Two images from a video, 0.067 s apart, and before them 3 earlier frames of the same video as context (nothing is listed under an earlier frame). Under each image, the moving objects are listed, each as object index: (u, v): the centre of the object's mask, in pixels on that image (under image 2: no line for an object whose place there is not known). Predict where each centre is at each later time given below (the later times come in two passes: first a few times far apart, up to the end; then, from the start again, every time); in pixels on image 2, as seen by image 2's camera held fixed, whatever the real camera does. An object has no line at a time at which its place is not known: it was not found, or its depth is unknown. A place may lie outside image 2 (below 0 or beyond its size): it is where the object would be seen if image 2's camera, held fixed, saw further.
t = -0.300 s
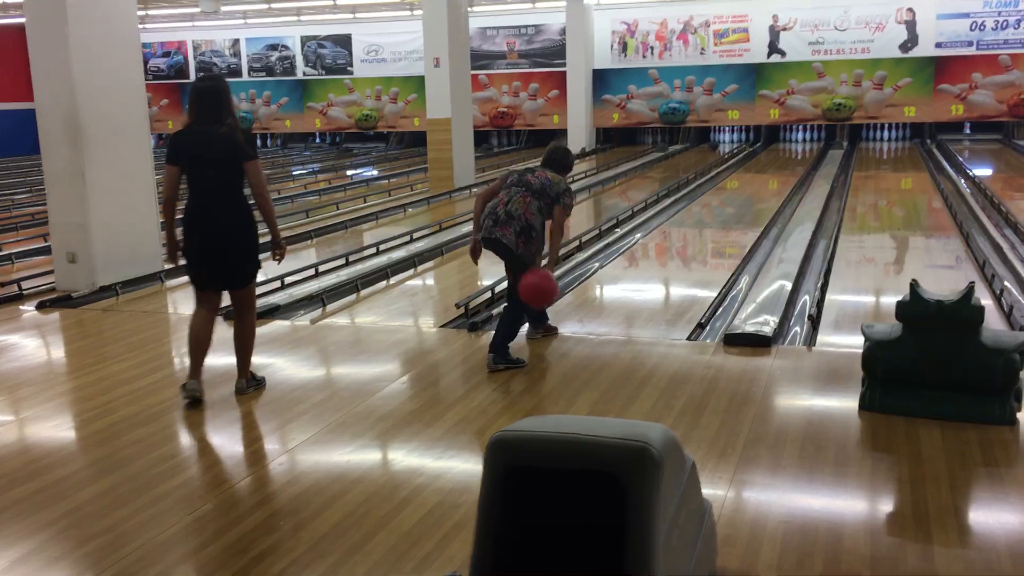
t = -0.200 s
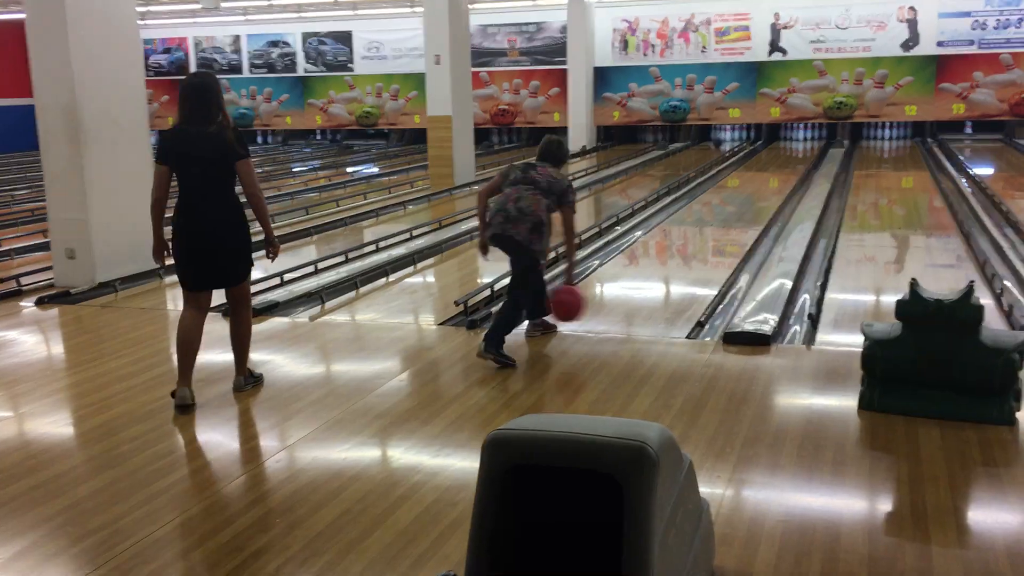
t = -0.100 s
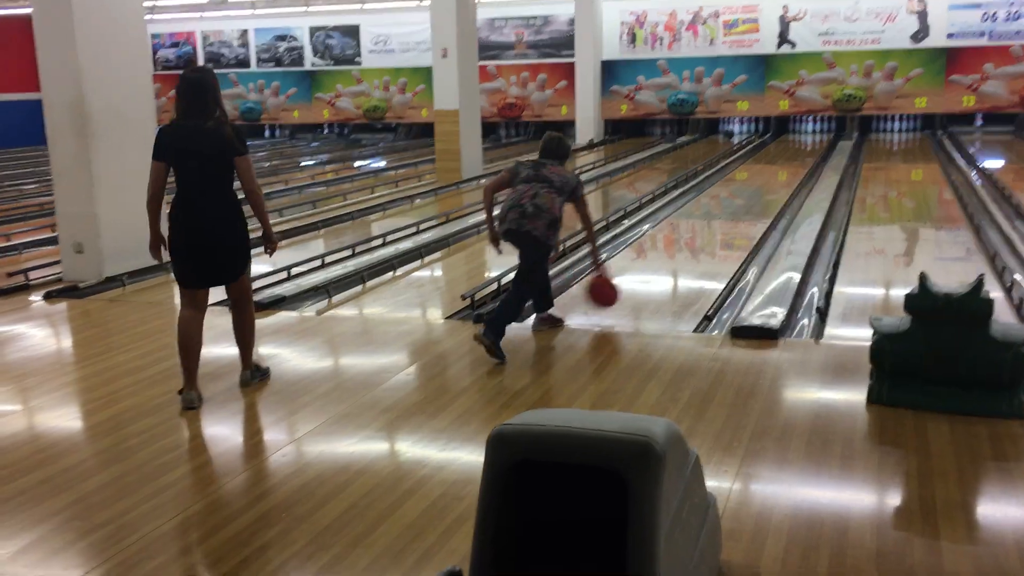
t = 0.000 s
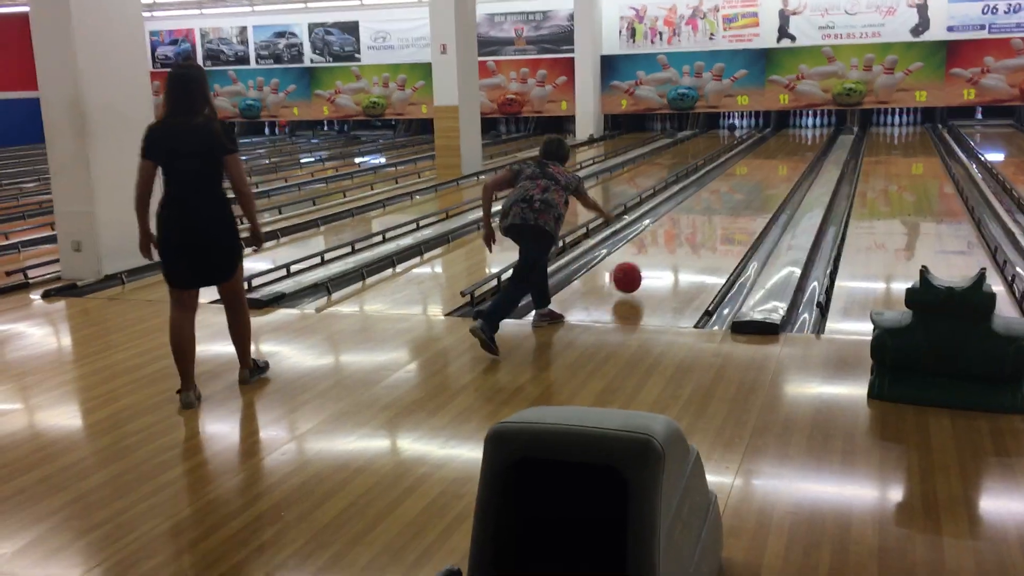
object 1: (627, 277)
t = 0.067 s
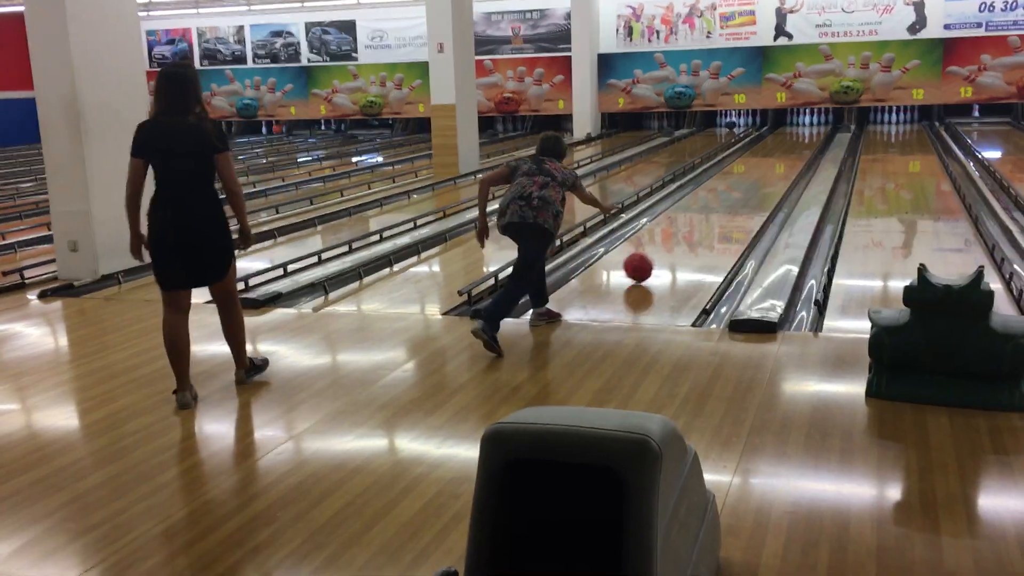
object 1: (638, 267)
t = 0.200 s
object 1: (661, 249)
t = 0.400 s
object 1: (690, 227)
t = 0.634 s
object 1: (716, 207)
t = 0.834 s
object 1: (733, 194)
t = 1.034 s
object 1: (748, 182)
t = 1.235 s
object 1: (759, 173)
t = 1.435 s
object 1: (768, 165)
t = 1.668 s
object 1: (779, 156)
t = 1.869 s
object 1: (785, 150)
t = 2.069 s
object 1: (791, 146)
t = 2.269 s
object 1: (796, 141)
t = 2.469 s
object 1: (799, 138)
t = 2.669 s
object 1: (803, 135)
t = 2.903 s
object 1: (807, 132)
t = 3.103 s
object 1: (809, 129)
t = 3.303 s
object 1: (811, 127)
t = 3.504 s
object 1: (812, 124)
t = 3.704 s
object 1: (813, 123)
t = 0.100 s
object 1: (644, 263)
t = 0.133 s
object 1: (650, 258)
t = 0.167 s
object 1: (656, 253)
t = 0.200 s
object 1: (661, 249)
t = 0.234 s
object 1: (667, 245)
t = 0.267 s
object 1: (672, 241)
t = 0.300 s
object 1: (677, 237)
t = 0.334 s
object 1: (681, 234)
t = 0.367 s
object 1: (685, 230)
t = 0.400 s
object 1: (690, 227)
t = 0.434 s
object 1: (694, 224)
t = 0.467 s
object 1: (698, 221)
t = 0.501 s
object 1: (702, 218)
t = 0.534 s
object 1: (705, 215)
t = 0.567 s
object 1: (709, 212)
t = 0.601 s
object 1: (712, 210)
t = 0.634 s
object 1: (716, 207)
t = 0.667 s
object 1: (719, 205)
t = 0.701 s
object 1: (722, 203)
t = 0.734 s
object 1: (725, 200)
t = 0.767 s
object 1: (728, 198)
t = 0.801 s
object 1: (731, 196)
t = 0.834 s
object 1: (733, 194)
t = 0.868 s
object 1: (736, 191)
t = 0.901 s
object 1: (738, 190)
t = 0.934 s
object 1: (741, 187)
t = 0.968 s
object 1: (743, 186)
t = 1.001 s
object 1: (745, 184)
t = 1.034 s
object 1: (748, 182)
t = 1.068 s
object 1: (750, 181)
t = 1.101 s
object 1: (752, 179)
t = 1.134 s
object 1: (754, 177)
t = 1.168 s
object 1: (756, 175)
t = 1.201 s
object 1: (757, 174)
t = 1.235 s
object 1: (759, 173)
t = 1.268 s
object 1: (761, 172)
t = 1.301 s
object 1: (763, 170)
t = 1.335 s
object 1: (765, 168)
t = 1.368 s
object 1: (766, 167)
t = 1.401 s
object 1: (767, 166)
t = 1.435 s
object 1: (768, 165)
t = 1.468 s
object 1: (770, 163)
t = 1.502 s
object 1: (772, 163)
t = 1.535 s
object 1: (773, 161)
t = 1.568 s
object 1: (775, 160)
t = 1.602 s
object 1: (776, 159)
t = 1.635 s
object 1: (777, 158)
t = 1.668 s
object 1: (779, 156)
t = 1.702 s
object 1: (779, 155)
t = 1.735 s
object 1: (781, 154)
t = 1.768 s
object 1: (782, 153)
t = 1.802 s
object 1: (783, 152)
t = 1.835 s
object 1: (784, 151)
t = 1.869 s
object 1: (785, 150)
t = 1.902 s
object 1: (786, 150)
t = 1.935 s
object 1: (787, 149)
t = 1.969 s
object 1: (788, 148)
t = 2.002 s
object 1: (789, 147)
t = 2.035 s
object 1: (790, 147)
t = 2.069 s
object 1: (791, 146)
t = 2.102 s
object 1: (792, 145)
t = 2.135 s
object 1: (793, 144)
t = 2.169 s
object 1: (793, 144)
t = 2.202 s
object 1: (794, 143)
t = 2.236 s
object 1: (795, 142)
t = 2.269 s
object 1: (796, 141)
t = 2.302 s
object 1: (797, 141)
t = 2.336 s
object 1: (798, 140)
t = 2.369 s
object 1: (798, 140)
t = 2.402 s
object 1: (798, 140)
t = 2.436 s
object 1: (799, 139)
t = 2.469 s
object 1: (799, 138)
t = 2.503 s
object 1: (800, 137)
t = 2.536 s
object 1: (801, 137)
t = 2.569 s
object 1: (801, 136)
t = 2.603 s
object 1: (802, 135)
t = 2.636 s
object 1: (802, 135)
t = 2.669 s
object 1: (803, 135)
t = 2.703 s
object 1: (804, 134)
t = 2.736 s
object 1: (805, 134)
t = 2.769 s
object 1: (805, 133)
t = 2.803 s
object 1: (805, 133)
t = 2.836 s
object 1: (806, 133)
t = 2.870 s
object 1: (806, 132)
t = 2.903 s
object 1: (807, 132)
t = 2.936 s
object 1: (807, 131)
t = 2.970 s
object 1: (808, 131)
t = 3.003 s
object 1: (808, 130)
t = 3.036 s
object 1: (808, 130)
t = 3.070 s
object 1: (809, 130)
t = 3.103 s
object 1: (809, 129)
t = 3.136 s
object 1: (809, 129)
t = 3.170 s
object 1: (809, 128)
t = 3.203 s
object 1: (809, 128)
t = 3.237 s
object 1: (810, 128)
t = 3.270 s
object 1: (810, 127)
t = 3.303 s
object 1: (811, 127)
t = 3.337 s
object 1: (811, 127)
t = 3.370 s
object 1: (811, 126)
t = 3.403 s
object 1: (811, 126)
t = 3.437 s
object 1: (812, 125)
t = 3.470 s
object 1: (811, 125)
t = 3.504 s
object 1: (812, 124)
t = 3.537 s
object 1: (812, 124)
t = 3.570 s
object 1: (812, 124)
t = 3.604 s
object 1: (812, 124)
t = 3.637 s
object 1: (812, 123)
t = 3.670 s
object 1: (813, 123)
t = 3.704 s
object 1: (813, 123)
